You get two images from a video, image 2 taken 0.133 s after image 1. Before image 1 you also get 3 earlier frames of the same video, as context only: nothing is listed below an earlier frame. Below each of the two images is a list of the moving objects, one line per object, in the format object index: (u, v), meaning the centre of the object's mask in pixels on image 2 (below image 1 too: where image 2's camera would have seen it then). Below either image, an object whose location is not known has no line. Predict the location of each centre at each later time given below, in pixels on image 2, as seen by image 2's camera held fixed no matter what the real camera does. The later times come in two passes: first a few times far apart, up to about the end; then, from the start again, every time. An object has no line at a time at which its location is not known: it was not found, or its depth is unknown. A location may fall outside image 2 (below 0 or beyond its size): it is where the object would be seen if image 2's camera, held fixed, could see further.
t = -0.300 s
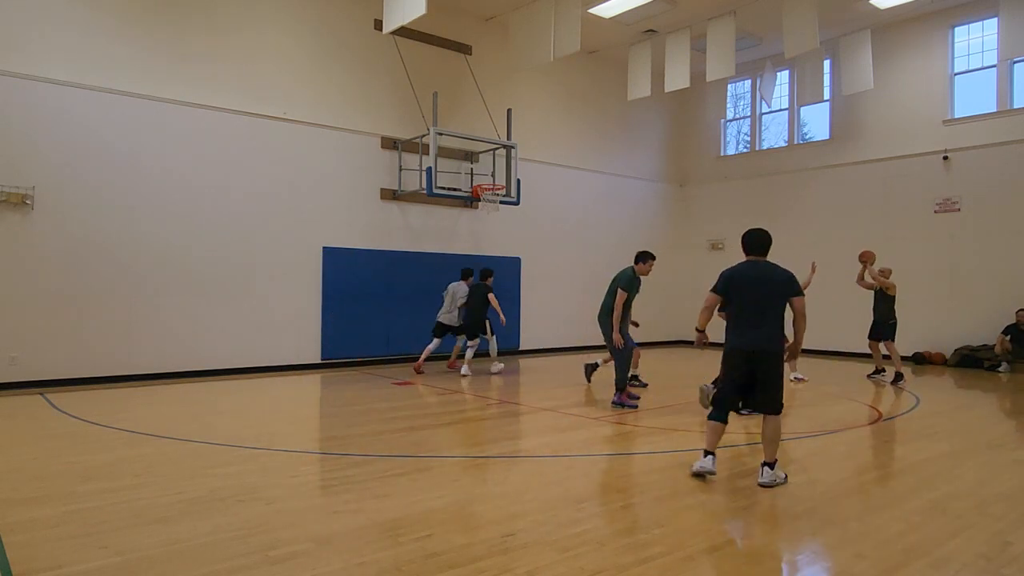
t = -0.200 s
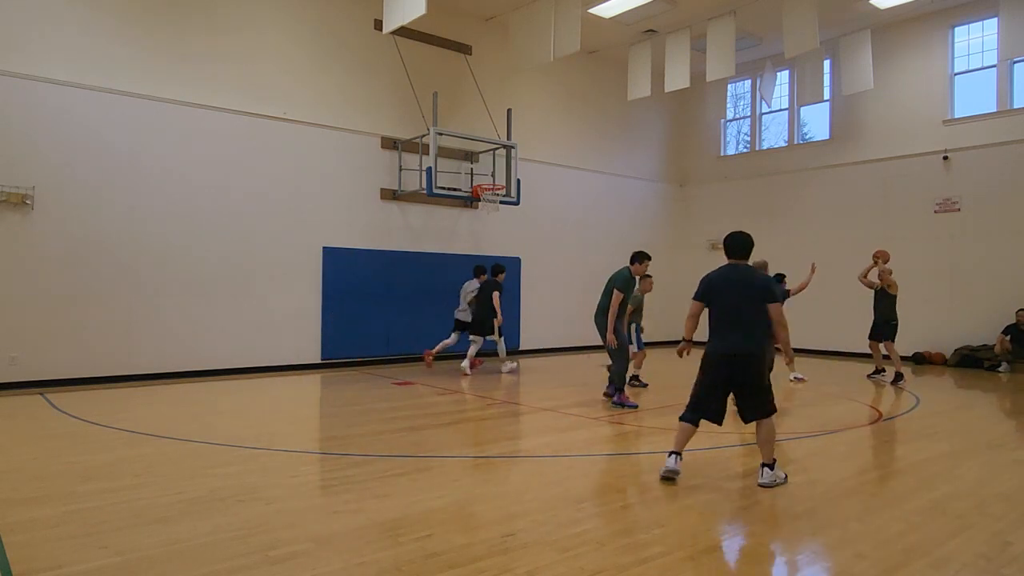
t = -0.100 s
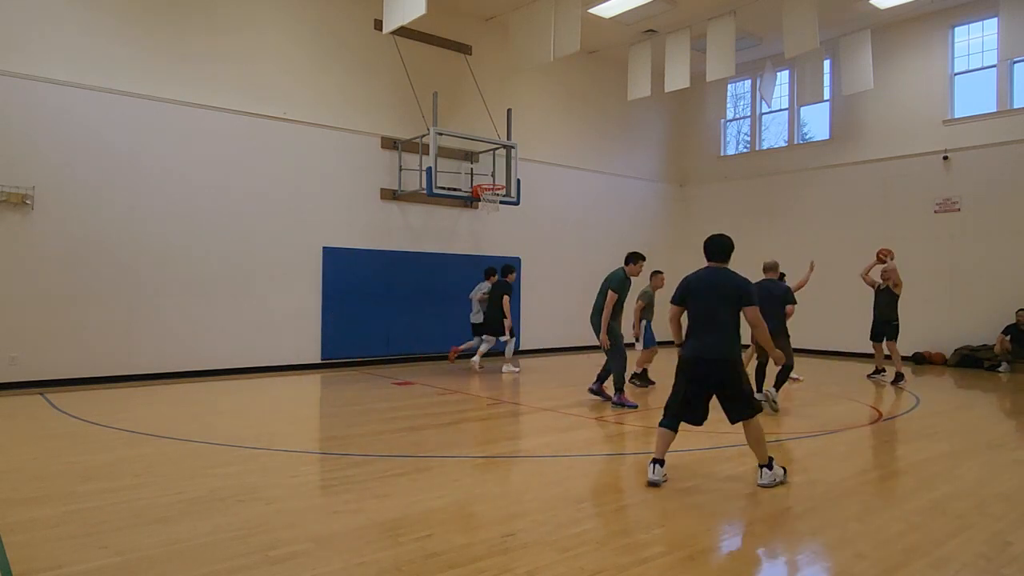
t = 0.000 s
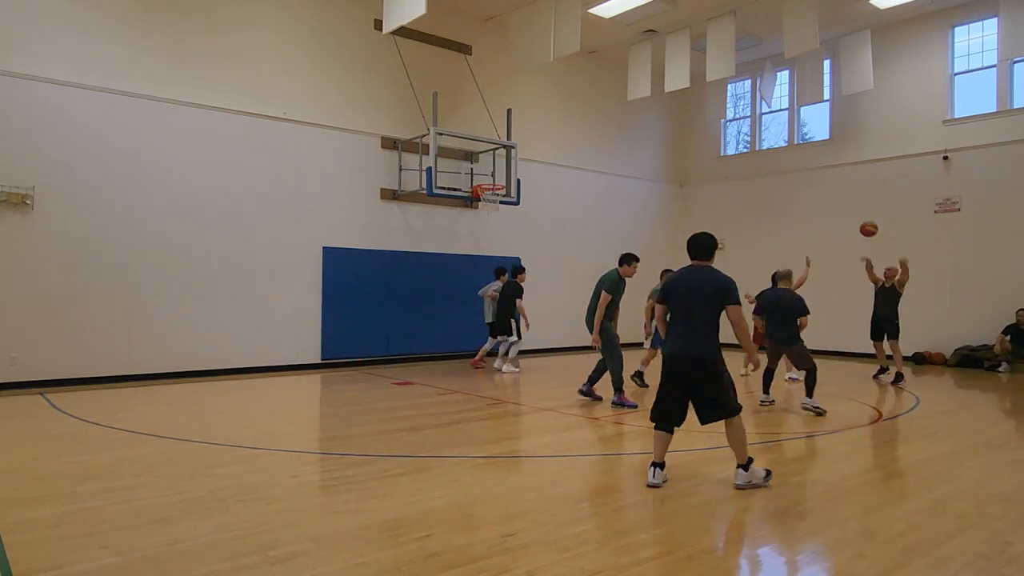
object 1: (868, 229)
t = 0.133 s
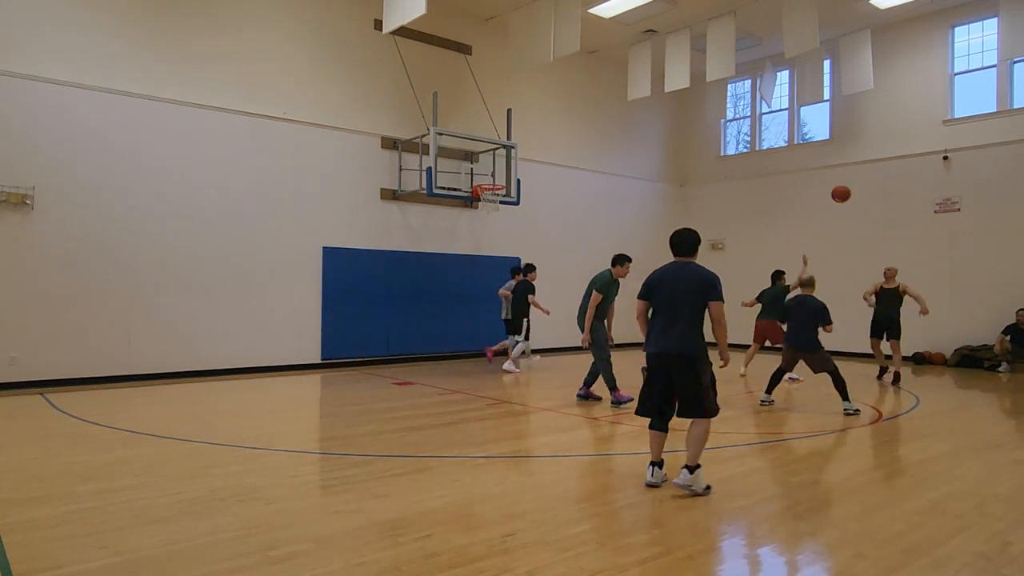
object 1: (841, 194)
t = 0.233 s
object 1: (817, 172)
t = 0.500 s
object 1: (735, 144)
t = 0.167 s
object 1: (833, 186)
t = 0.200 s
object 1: (825, 179)
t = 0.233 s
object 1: (817, 172)
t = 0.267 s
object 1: (808, 166)
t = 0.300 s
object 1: (799, 161)
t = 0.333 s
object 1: (789, 156)
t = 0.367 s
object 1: (780, 151)
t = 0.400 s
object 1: (769, 148)
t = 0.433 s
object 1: (758, 146)
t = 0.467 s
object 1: (747, 145)
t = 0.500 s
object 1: (735, 144)
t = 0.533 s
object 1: (722, 145)
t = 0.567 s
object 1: (709, 146)
